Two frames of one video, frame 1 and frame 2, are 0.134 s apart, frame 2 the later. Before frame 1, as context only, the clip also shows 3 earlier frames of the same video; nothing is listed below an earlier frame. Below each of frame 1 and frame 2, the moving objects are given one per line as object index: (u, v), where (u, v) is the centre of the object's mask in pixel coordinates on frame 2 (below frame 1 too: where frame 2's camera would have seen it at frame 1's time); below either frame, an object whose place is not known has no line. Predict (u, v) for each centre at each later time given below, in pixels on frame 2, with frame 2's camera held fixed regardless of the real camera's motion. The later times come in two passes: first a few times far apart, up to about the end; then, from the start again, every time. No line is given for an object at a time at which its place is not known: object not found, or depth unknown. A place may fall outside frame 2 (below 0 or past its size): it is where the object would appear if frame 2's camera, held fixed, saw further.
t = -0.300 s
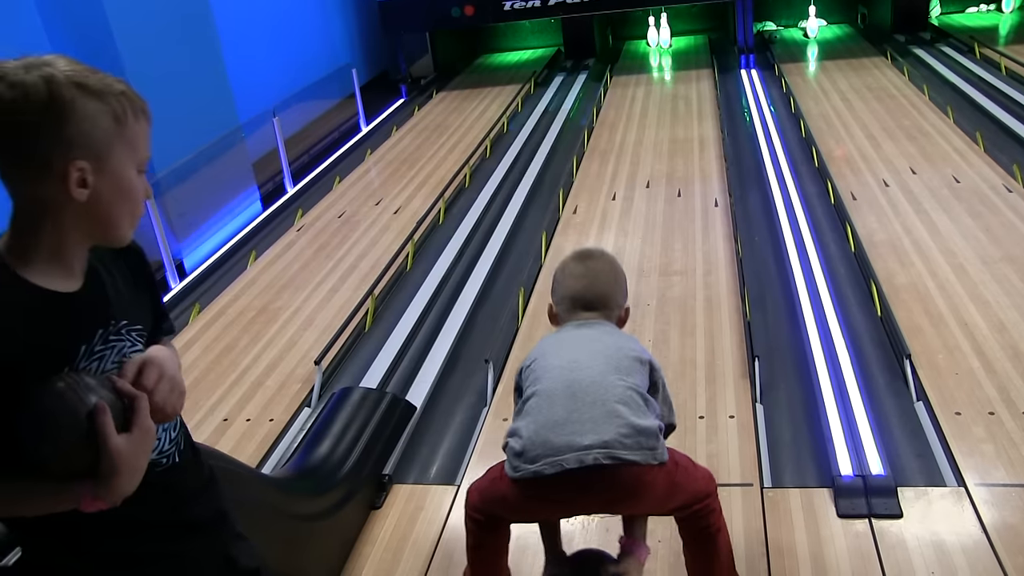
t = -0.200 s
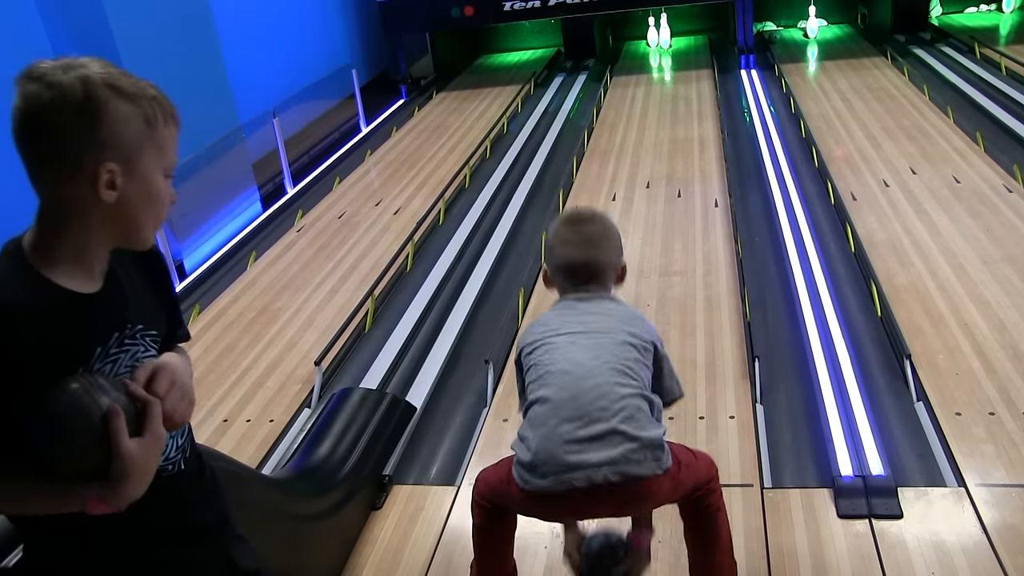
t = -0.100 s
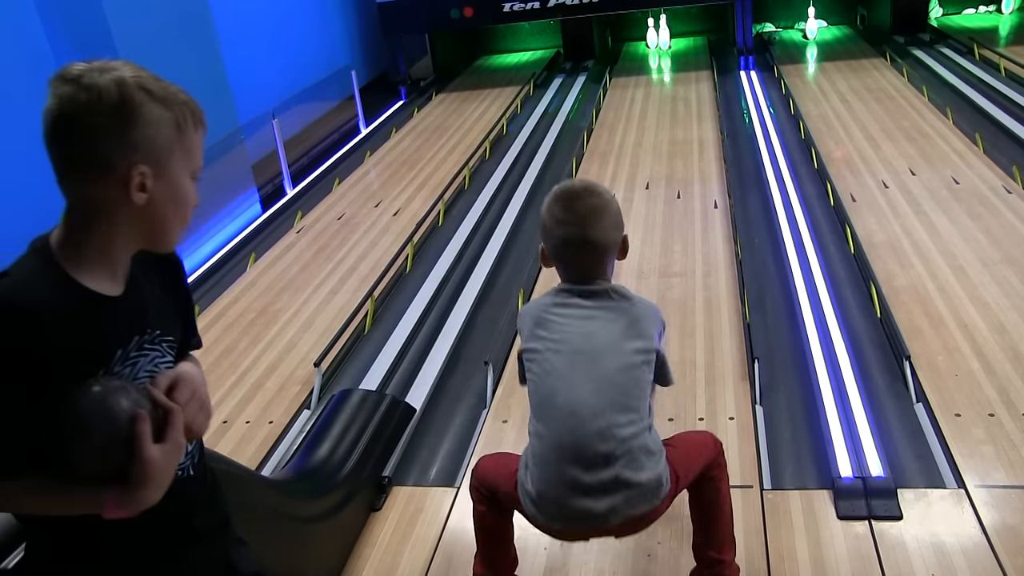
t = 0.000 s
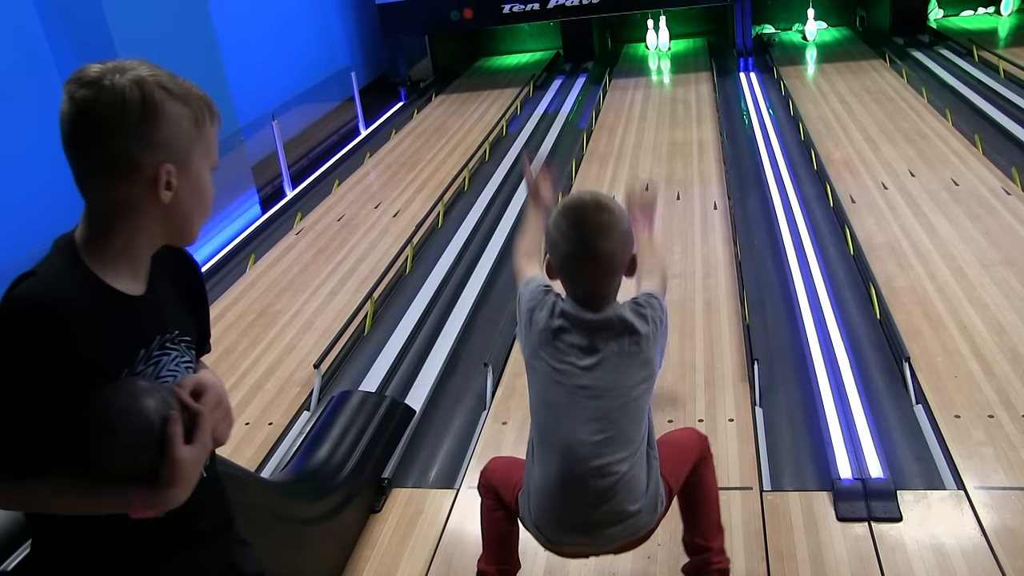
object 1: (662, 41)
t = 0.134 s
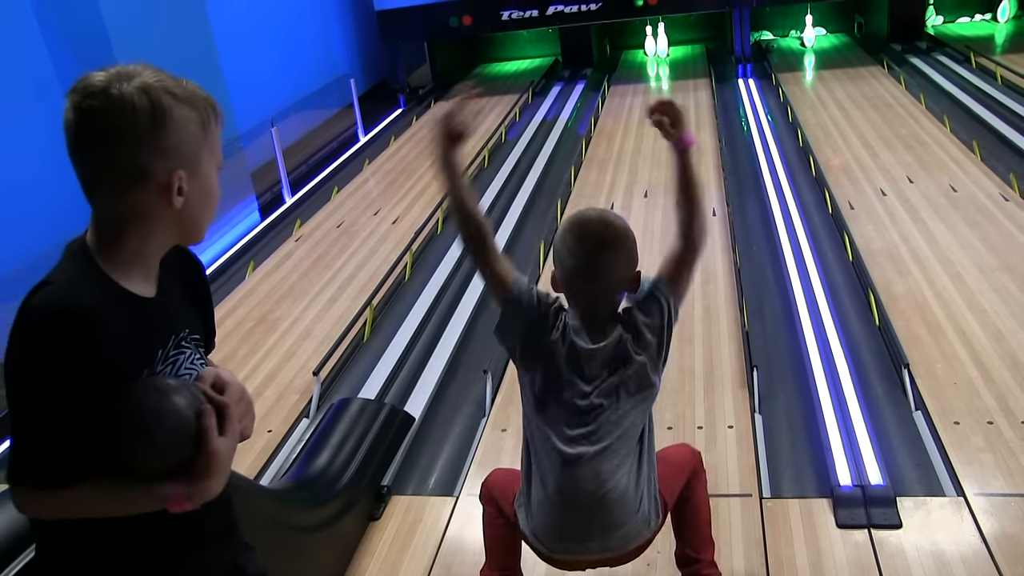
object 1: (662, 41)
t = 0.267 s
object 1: (662, 40)
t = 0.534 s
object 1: (662, 40)
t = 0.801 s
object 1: (662, 40)
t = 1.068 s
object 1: (662, 40)
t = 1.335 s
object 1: (662, 40)
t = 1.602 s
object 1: (673, 36)
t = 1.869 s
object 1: (679, 41)
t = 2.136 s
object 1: (685, 43)
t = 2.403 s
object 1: (685, 43)
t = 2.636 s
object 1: (685, 42)
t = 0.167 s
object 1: (662, 41)
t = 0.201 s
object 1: (662, 41)
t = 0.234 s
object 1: (662, 40)
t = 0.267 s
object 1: (662, 40)
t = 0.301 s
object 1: (662, 40)
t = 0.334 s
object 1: (662, 40)
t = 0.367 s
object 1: (662, 40)
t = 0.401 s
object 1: (662, 40)
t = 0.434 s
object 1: (662, 40)
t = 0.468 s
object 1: (662, 40)
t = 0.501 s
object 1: (662, 40)
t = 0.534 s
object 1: (662, 40)
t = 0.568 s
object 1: (662, 40)
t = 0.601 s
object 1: (662, 40)
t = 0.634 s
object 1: (662, 40)
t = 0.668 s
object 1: (662, 40)
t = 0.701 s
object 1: (662, 40)
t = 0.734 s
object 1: (662, 40)
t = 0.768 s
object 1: (662, 40)
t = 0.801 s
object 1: (662, 40)
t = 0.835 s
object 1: (662, 40)
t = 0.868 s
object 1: (662, 40)
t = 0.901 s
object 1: (662, 40)
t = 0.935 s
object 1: (662, 40)
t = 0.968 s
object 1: (662, 40)
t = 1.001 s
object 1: (662, 40)
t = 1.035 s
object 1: (662, 40)
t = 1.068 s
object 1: (662, 40)
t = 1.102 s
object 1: (662, 40)
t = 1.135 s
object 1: (663, 40)
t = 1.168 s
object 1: (662, 40)
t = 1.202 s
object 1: (662, 40)
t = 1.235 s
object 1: (663, 40)
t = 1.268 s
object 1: (662, 40)
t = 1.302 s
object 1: (663, 40)
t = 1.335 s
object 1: (662, 40)
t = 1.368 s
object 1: (664, 40)
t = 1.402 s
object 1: (666, 40)
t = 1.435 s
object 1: (669, 40)
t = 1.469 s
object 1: (672, 40)
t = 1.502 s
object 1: (668, 37)
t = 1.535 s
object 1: (669, 36)
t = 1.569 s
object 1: (671, 36)
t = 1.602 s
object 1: (673, 36)
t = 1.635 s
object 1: (674, 37)
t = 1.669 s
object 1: (675, 37)
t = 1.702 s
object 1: (675, 37)
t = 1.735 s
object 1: (676, 38)
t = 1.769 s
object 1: (677, 38)
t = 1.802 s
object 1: (678, 39)
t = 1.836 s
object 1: (679, 40)
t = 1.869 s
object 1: (679, 41)
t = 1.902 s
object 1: (680, 41)
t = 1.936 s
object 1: (681, 42)
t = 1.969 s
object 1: (682, 43)
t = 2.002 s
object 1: (683, 43)
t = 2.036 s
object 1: (684, 43)
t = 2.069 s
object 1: (684, 43)
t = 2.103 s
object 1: (685, 43)
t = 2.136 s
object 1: (685, 43)
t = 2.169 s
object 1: (685, 43)
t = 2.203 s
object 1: (685, 43)
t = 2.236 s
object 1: (685, 43)
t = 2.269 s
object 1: (685, 43)
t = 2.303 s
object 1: (685, 43)
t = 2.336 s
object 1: (685, 43)
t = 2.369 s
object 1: (685, 43)
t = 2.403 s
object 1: (685, 43)
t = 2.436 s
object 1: (685, 43)
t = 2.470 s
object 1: (684, 43)
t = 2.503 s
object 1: (685, 43)
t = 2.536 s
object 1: (684, 43)
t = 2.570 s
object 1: (685, 43)
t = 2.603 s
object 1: (684, 43)
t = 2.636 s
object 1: (685, 42)
